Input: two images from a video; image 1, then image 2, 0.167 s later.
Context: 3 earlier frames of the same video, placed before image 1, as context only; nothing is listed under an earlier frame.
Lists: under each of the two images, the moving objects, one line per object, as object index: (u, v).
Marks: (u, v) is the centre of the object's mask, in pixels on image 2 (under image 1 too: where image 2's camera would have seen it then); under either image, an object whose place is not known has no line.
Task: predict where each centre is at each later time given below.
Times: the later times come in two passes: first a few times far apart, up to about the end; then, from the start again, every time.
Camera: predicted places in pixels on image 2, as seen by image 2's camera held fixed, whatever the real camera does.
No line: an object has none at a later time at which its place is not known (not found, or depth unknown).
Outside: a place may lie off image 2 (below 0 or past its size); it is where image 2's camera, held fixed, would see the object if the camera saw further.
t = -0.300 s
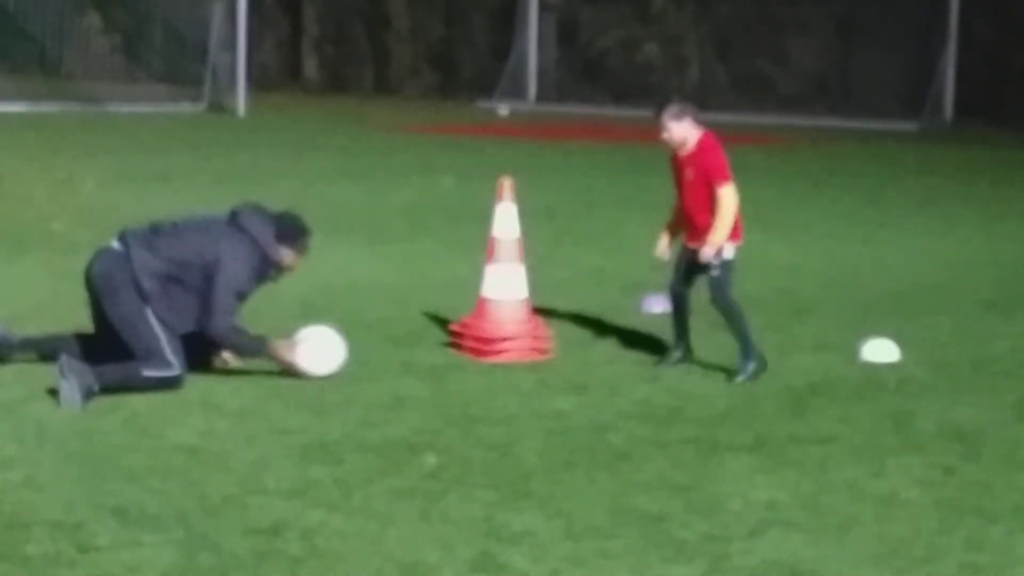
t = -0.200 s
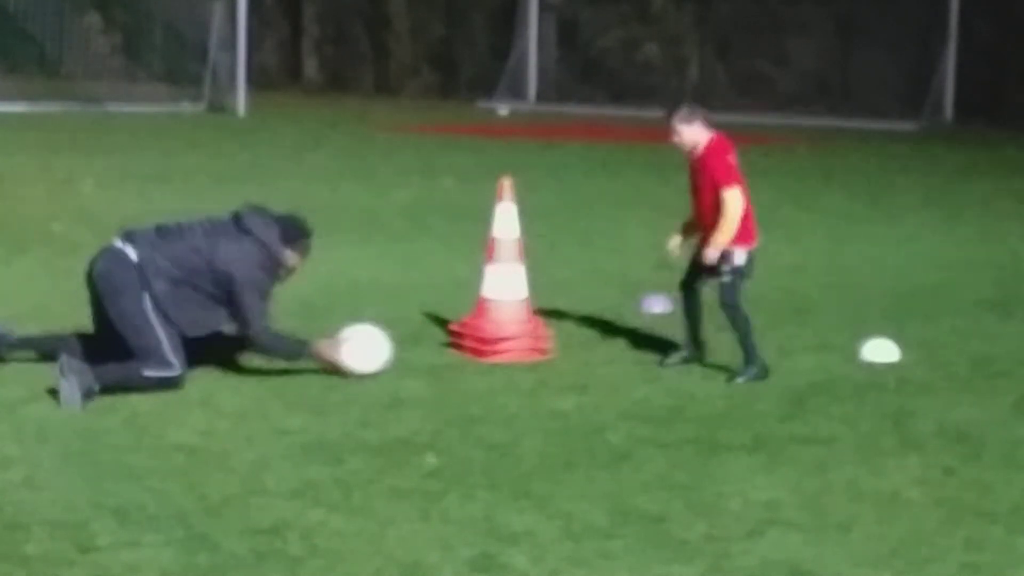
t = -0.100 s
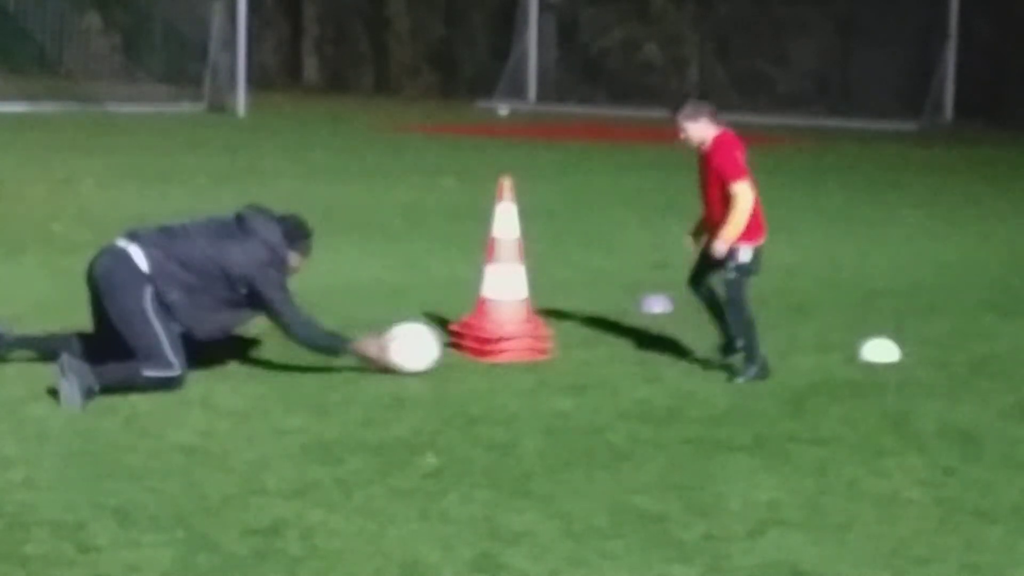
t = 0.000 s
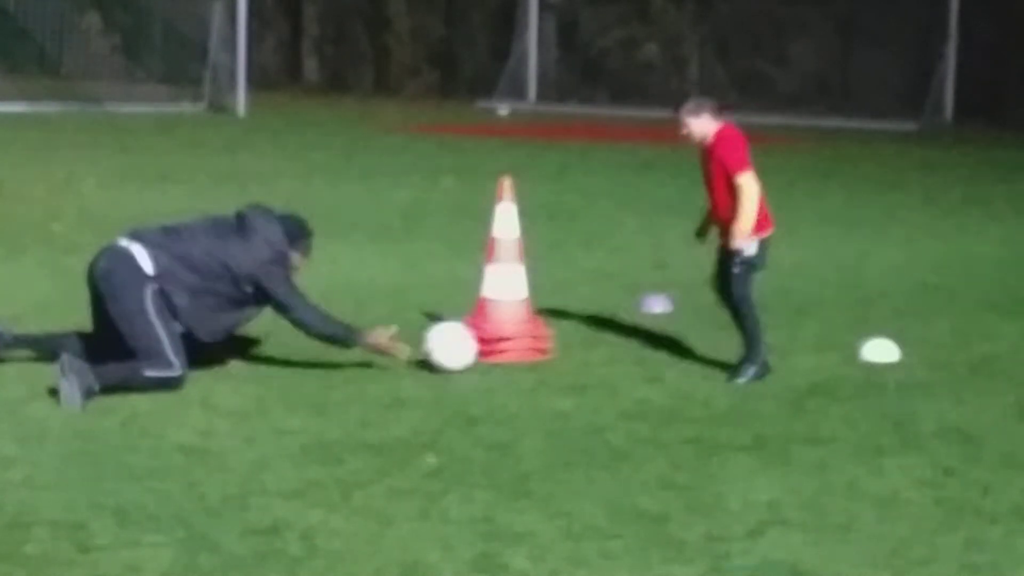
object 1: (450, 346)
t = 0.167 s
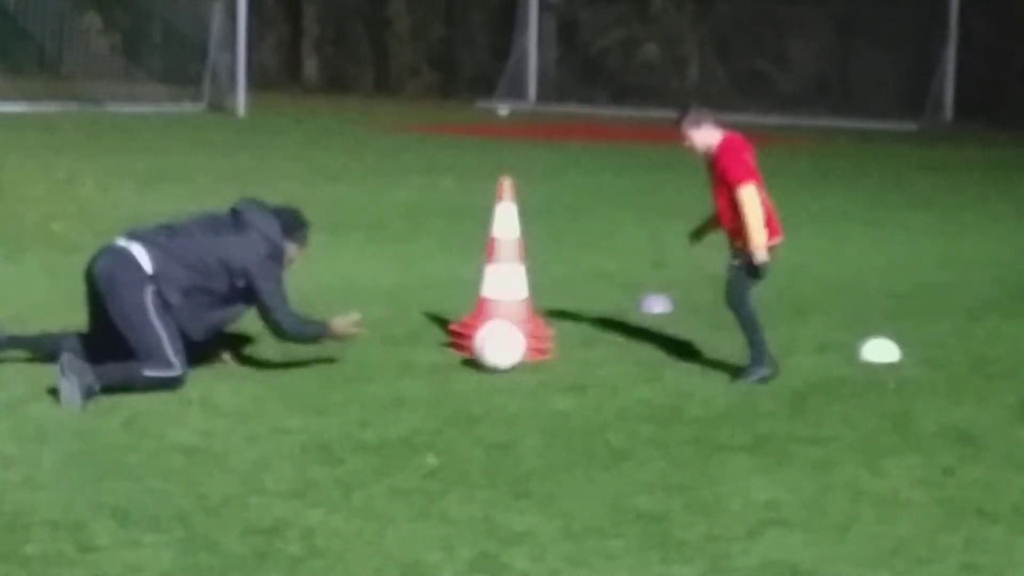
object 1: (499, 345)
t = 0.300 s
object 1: (535, 344)
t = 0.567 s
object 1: (599, 342)
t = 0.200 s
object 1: (509, 345)
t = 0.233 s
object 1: (518, 345)
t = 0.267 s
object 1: (527, 344)
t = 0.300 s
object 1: (535, 344)
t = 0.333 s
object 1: (543, 344)
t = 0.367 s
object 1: (552, 343)
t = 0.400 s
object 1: (560, 343)
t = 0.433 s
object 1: (568, 342)
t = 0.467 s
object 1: (576, 342)
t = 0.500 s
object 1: (584, 342)
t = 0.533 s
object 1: (591, 342)
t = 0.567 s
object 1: (599, 342)
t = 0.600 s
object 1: (607, 342)
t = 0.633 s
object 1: (614, 341)
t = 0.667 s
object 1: (622, 341)
